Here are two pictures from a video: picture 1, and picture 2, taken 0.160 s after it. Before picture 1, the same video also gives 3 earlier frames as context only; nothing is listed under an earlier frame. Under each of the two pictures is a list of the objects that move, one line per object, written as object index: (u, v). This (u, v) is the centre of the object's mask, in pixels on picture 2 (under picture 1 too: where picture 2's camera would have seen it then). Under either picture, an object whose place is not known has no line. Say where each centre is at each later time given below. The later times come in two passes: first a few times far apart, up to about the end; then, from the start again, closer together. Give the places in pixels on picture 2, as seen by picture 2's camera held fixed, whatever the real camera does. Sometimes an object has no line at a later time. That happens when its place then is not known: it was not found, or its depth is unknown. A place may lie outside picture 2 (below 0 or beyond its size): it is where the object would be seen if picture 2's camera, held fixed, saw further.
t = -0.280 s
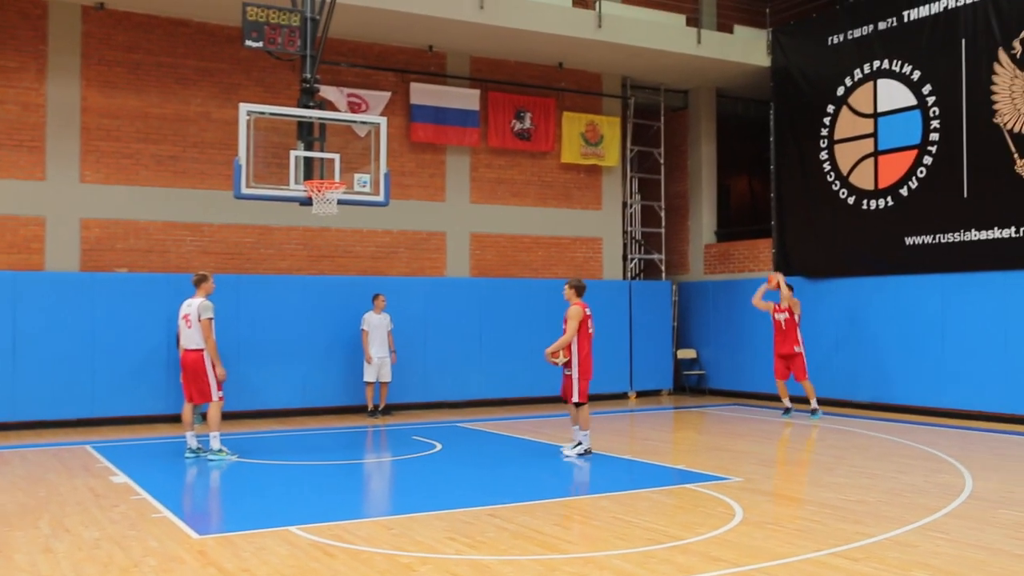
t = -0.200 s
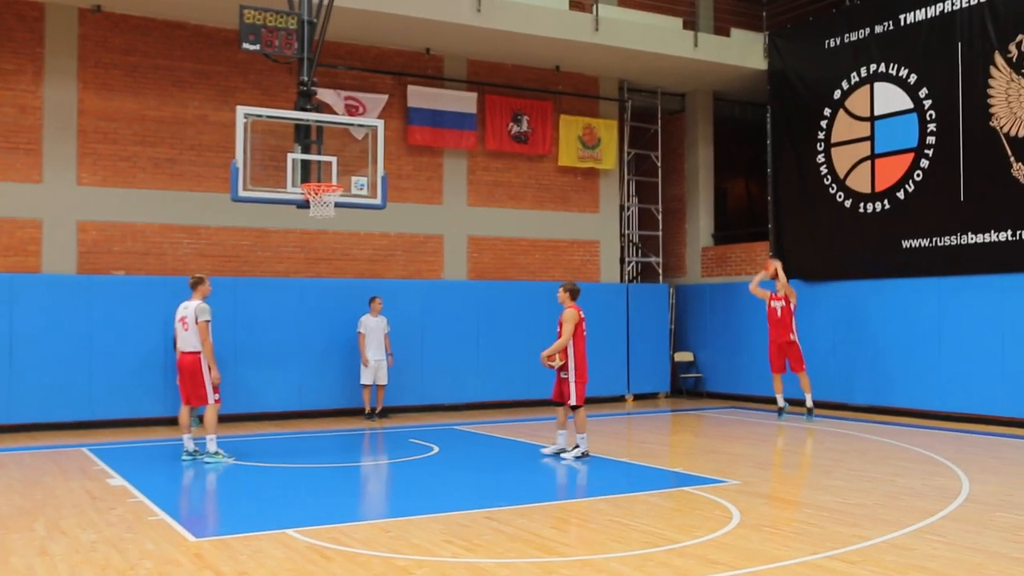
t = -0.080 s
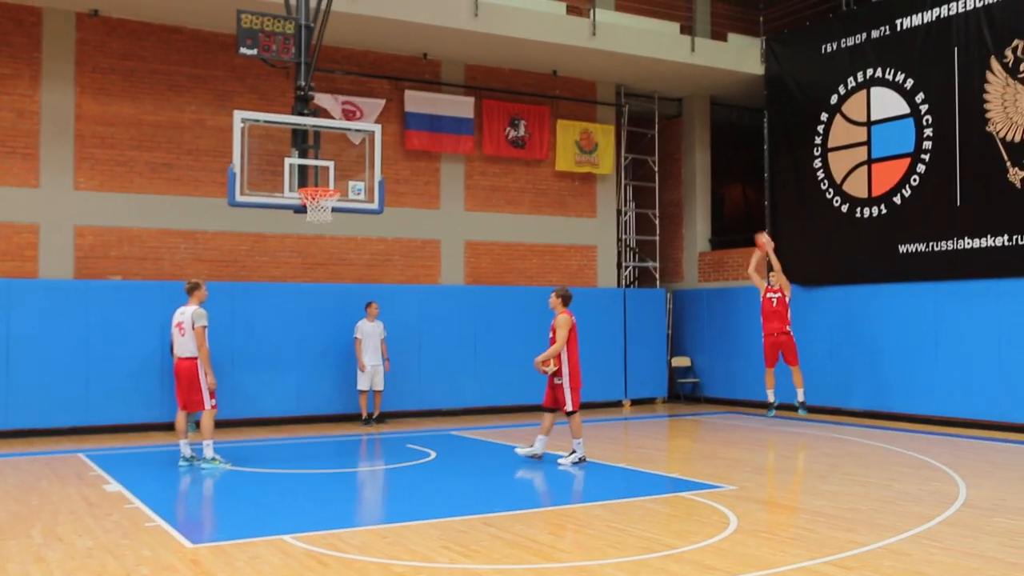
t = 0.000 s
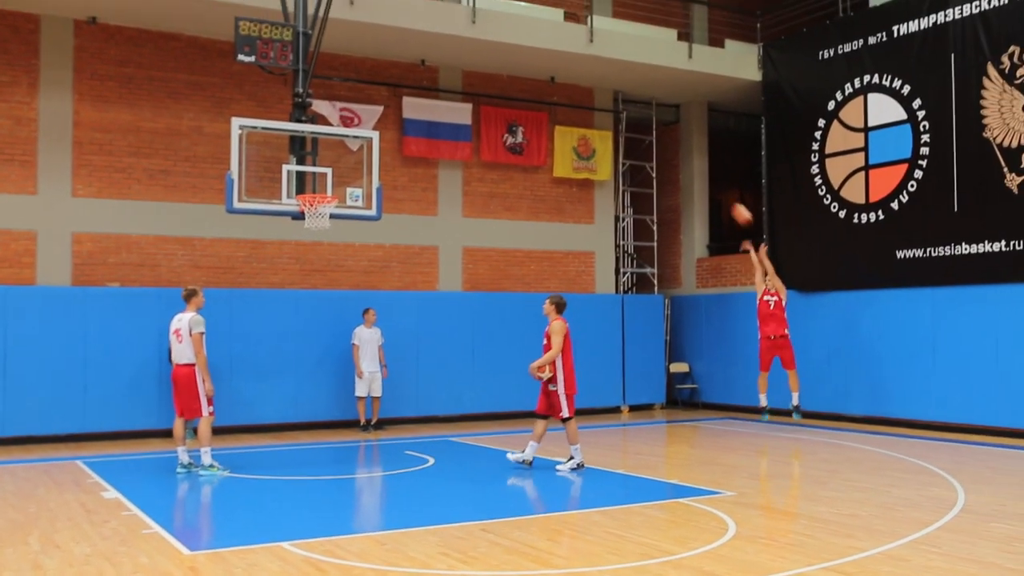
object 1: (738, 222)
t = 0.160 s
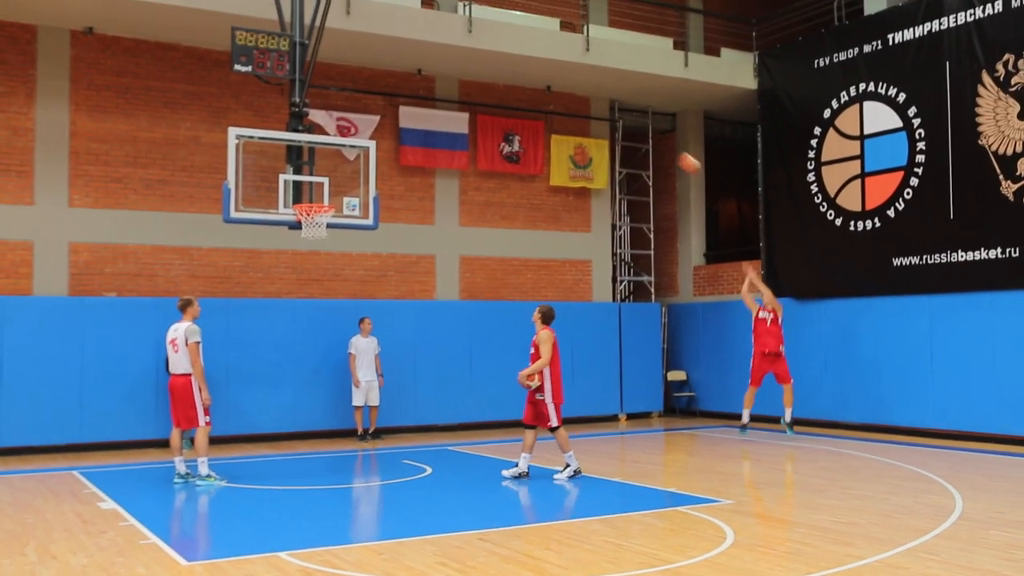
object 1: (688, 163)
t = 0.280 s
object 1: (651, 129)
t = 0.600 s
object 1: (544, 82)
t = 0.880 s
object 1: (442, 99)
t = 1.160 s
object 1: (331, 183)
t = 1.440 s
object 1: (318, 234)
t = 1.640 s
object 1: (336, 269)
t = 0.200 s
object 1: (676, 151)
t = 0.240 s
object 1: (664, 140)
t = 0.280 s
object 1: (651, 129)
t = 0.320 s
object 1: (638, 119)
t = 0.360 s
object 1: (625, 111)
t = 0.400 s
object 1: (611, 103)
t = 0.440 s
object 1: (598, 97)
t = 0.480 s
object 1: (585, 91)
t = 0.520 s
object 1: (571, 87)
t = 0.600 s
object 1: (544, 82)
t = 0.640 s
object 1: (530, 81)
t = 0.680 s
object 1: (516, 81)
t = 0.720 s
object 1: (501, 82)
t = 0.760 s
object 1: (487, 85)
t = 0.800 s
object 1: (472, 89)
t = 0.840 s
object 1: (458, 93)
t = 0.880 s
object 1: (442, 99)
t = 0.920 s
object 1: (428, 107)
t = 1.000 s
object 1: (395, 127)
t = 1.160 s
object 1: (331, 183)
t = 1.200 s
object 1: (315, 197)
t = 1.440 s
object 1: (318, 234)
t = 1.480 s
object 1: (322, 239)
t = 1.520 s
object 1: (326, 245)
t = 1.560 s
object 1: (329, 252)
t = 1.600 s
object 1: (332, 260)
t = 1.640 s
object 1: (336, 269)
